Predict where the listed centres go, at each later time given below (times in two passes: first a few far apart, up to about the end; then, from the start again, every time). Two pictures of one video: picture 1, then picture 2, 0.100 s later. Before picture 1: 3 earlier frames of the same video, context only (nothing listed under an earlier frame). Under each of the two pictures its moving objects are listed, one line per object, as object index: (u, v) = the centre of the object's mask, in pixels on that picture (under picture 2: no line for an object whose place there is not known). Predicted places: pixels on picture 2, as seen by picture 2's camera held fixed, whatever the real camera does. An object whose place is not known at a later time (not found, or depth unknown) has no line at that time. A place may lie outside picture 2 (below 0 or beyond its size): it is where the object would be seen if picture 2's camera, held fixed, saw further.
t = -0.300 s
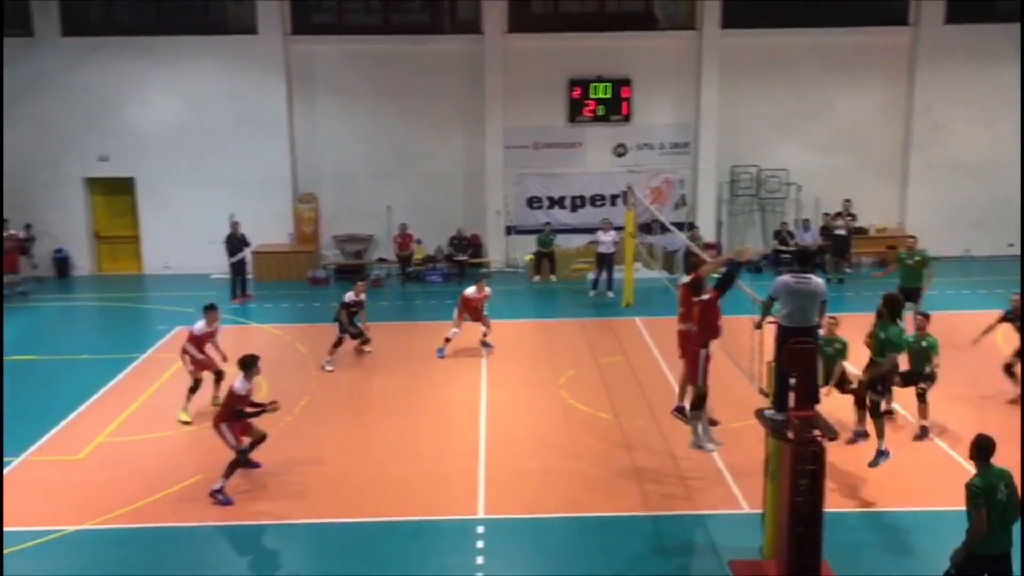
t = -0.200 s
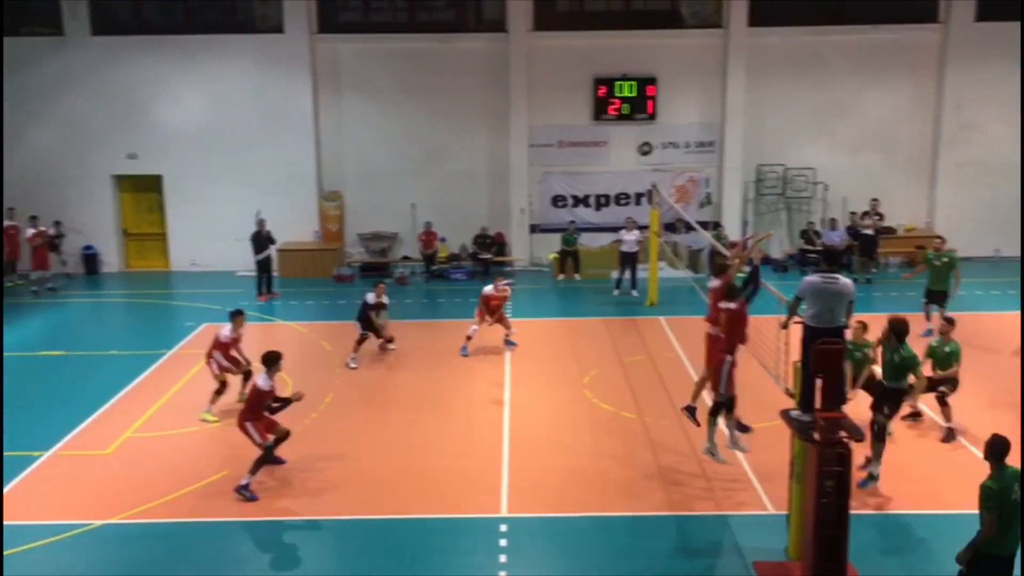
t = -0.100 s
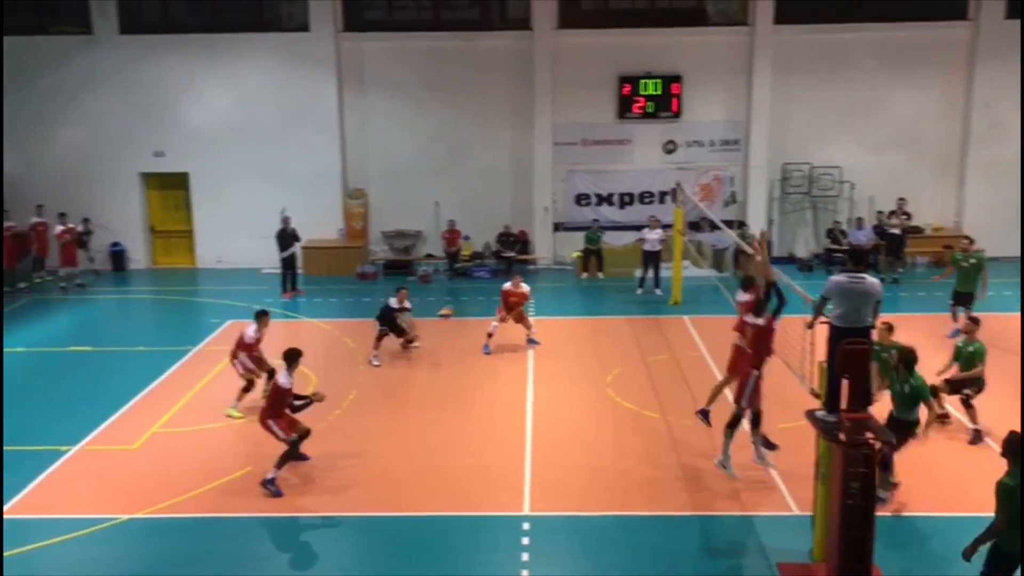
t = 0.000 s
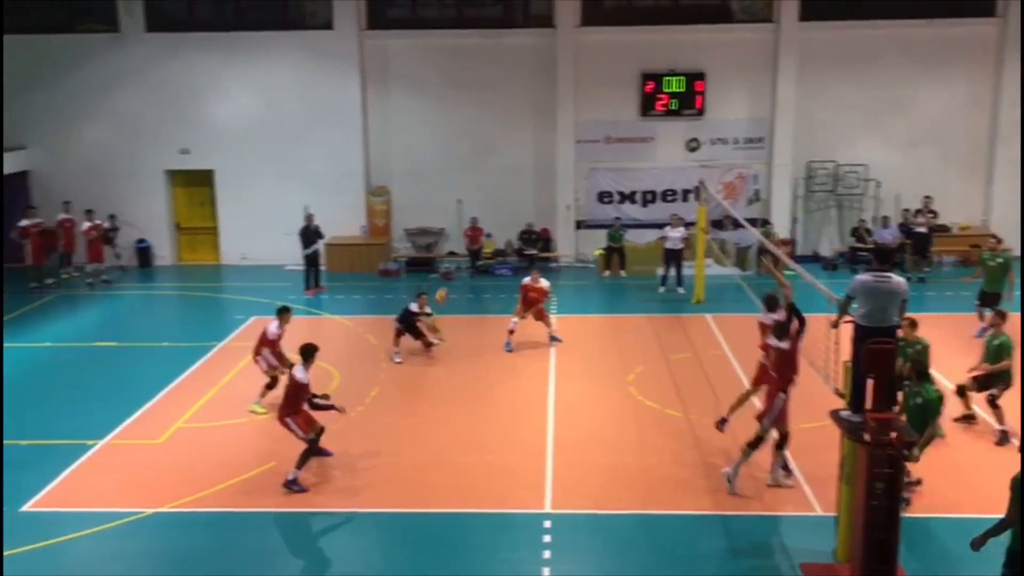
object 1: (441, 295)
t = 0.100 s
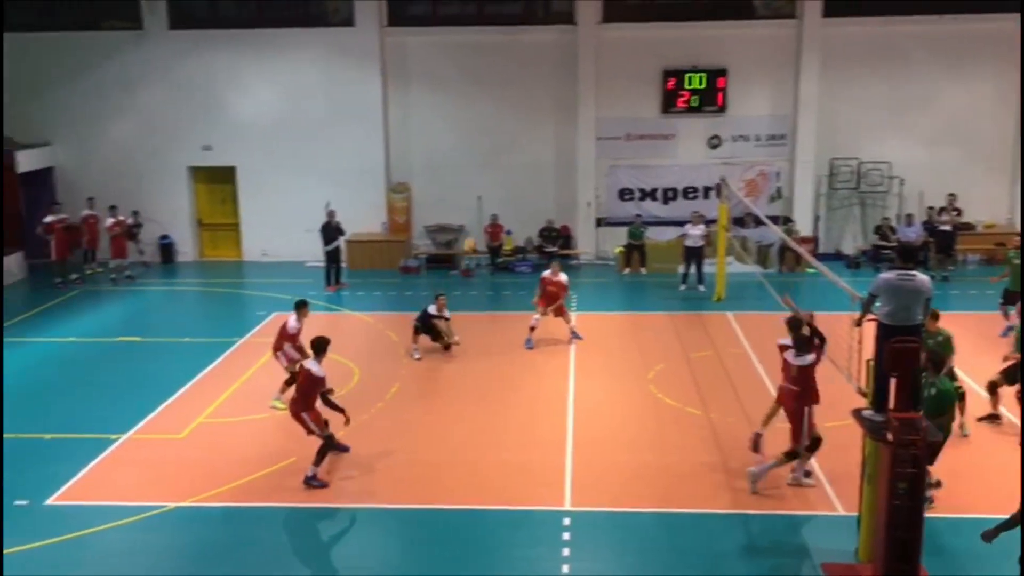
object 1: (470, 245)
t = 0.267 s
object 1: (483, 176)
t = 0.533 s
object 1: (502, 93)
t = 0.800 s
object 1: (521, 50)
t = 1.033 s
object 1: (539, 52)
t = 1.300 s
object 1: (561, 108)
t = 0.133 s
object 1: (472, 230)
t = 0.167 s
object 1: (476, 215)
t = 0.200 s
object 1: (477, 203)
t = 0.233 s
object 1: (481, 190)
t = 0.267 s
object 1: (483, 176)
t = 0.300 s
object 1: (485, 164)
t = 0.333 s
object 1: (488, 153)
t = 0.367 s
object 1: (490, 140)
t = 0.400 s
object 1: (492, 130)
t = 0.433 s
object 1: (495, 120)
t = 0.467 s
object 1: (497, 110)
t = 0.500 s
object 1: (499, 101)
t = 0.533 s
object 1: (502, 93)
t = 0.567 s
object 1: (504, 84)
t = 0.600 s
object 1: (506, 77)
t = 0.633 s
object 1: (510, 71)
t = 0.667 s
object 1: (512, 65)
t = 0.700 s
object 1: (514, 60)
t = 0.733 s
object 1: (516, 56)
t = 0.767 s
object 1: (519, 53)
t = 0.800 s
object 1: (521, 50)
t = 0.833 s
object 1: (524, 48)
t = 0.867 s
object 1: (527, 47)
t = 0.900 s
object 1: (529, 47)
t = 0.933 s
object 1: (531, 47)
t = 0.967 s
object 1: (534, 49)
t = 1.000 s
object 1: (536, 50)
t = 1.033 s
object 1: (539, 52)
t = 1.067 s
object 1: (542, 57)
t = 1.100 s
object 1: (544, 62)
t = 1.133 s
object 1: (547, 67)
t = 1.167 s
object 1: (550, 74)
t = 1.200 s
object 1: (552, 81)
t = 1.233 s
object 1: (555, 89)
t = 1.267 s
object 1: (558, 99)
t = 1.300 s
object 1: (561, 108)
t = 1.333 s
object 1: (563, 118)
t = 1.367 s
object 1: (567, 131)
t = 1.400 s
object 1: (569, 144)
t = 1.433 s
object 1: (572, 157)
